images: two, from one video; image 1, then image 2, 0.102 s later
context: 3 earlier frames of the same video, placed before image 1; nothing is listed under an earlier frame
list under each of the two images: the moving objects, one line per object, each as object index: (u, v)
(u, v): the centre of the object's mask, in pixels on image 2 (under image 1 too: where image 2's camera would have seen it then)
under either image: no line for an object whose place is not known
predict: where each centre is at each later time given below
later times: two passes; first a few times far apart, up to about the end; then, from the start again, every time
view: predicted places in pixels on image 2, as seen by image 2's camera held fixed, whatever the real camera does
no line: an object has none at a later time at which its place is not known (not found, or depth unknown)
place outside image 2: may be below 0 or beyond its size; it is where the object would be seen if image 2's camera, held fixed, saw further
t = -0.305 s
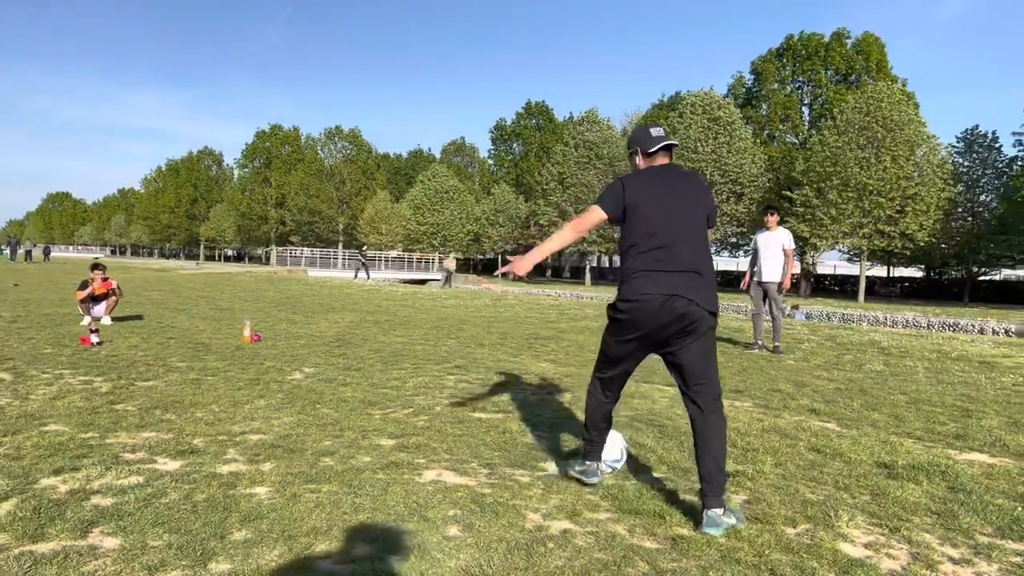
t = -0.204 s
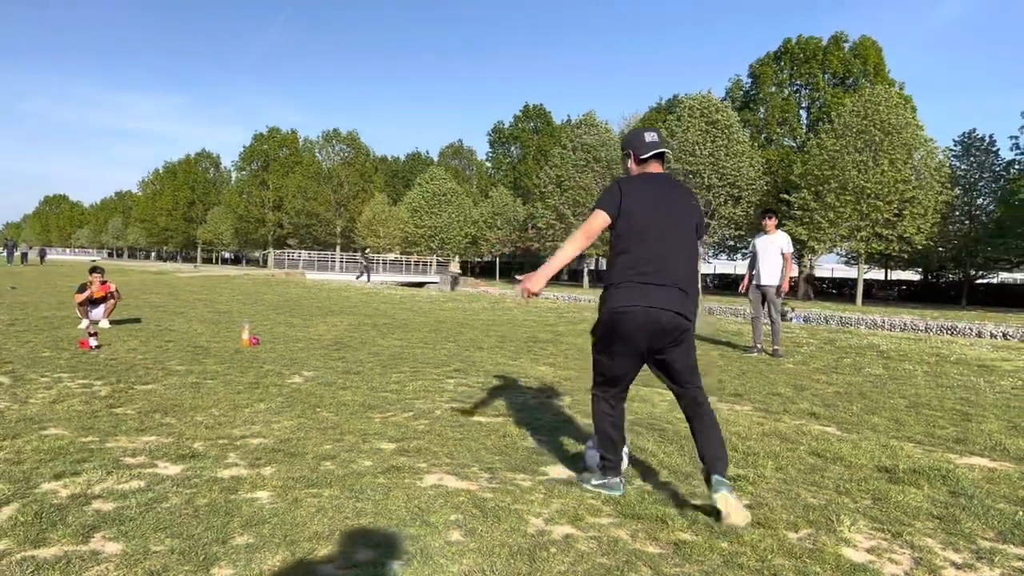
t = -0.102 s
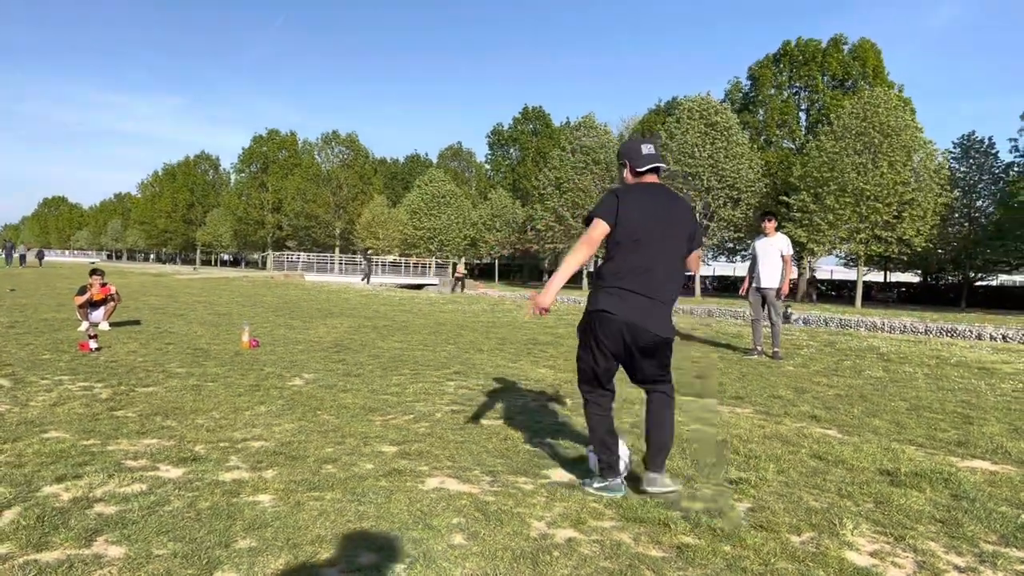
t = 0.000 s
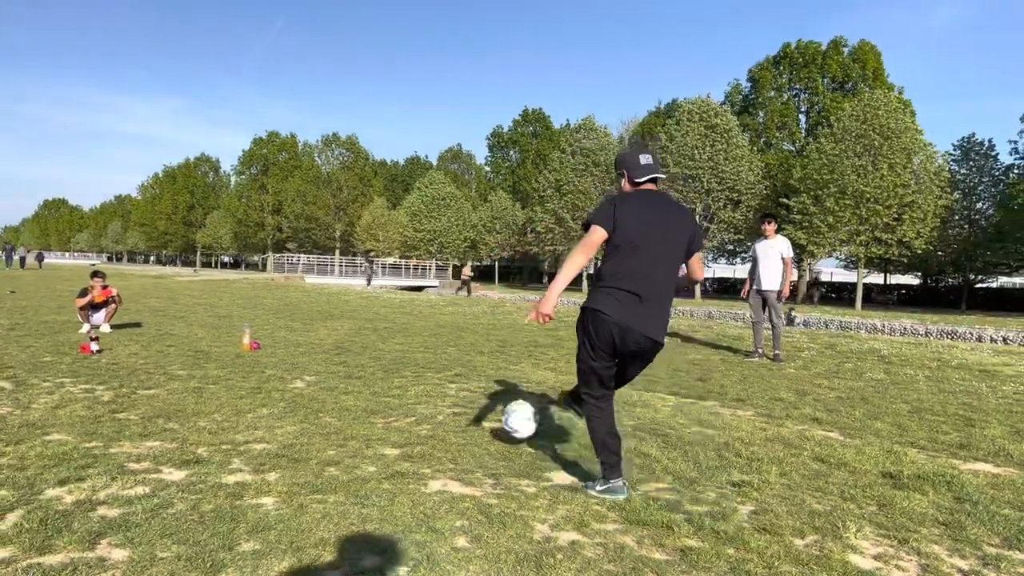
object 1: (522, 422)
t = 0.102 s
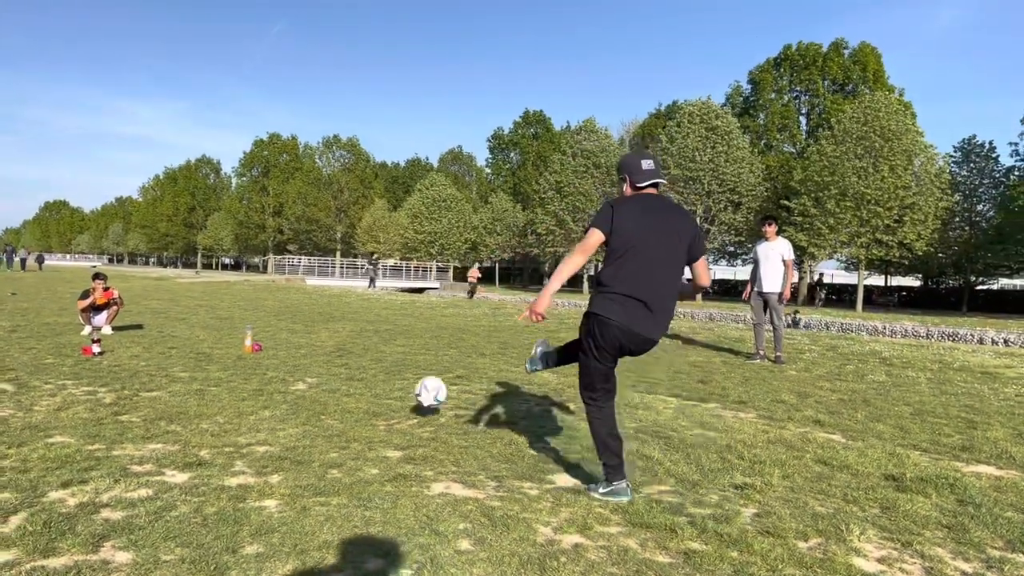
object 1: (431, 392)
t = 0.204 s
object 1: (363, 384)
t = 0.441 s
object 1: (265, 361)
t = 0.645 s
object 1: (216, 348)
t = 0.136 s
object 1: (406, 387)
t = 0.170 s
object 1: (383, 385)
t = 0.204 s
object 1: (363, 384)
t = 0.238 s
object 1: (344, 382)
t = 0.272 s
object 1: (329, 375)
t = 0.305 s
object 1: (314, 370)
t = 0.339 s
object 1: (301, 366)
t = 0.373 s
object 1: (288, 364)
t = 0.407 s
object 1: (276, 363)
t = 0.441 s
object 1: (265, 361)
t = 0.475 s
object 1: (255, 358)
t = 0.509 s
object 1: (246, 354)
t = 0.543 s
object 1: (238, 352)
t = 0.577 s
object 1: (230, 351)
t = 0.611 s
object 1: (223, 350)
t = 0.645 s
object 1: (216, 348)
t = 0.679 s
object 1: (210, 347)
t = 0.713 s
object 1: (204, 345)
